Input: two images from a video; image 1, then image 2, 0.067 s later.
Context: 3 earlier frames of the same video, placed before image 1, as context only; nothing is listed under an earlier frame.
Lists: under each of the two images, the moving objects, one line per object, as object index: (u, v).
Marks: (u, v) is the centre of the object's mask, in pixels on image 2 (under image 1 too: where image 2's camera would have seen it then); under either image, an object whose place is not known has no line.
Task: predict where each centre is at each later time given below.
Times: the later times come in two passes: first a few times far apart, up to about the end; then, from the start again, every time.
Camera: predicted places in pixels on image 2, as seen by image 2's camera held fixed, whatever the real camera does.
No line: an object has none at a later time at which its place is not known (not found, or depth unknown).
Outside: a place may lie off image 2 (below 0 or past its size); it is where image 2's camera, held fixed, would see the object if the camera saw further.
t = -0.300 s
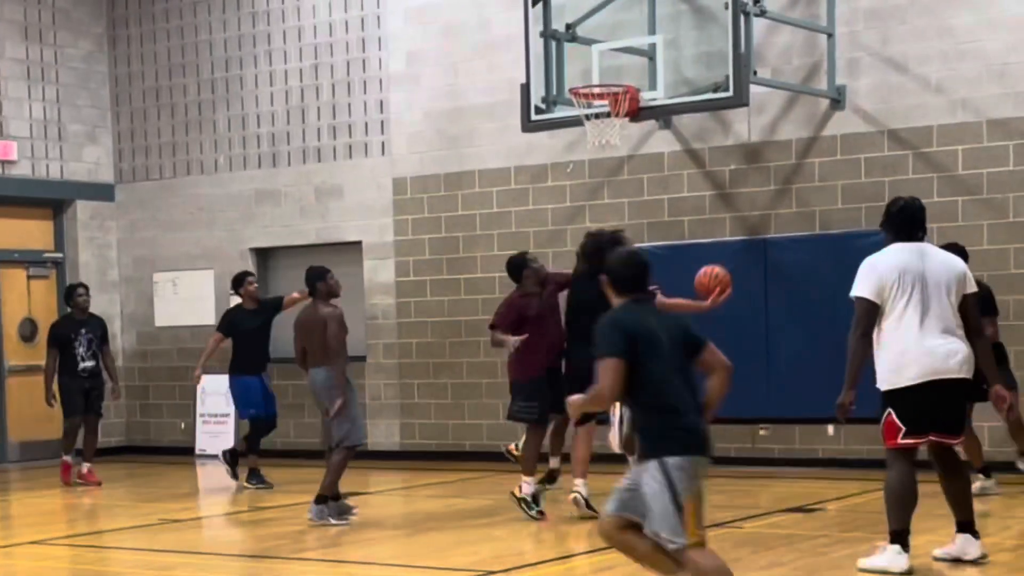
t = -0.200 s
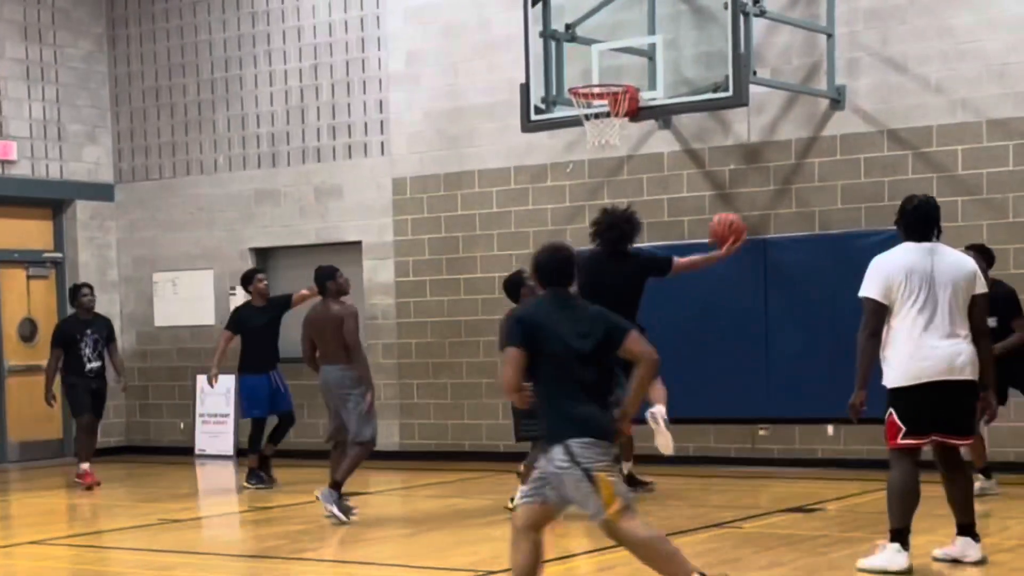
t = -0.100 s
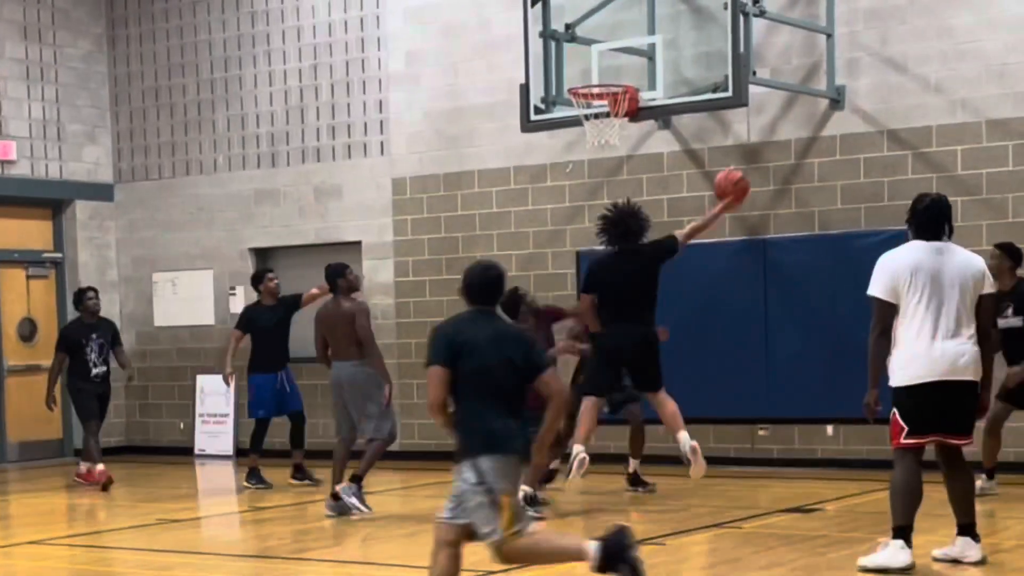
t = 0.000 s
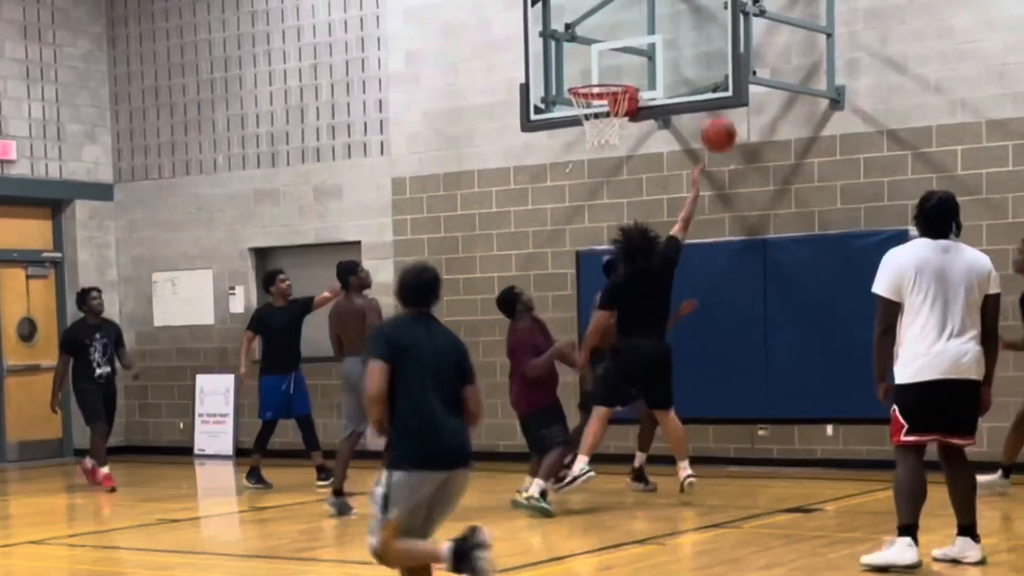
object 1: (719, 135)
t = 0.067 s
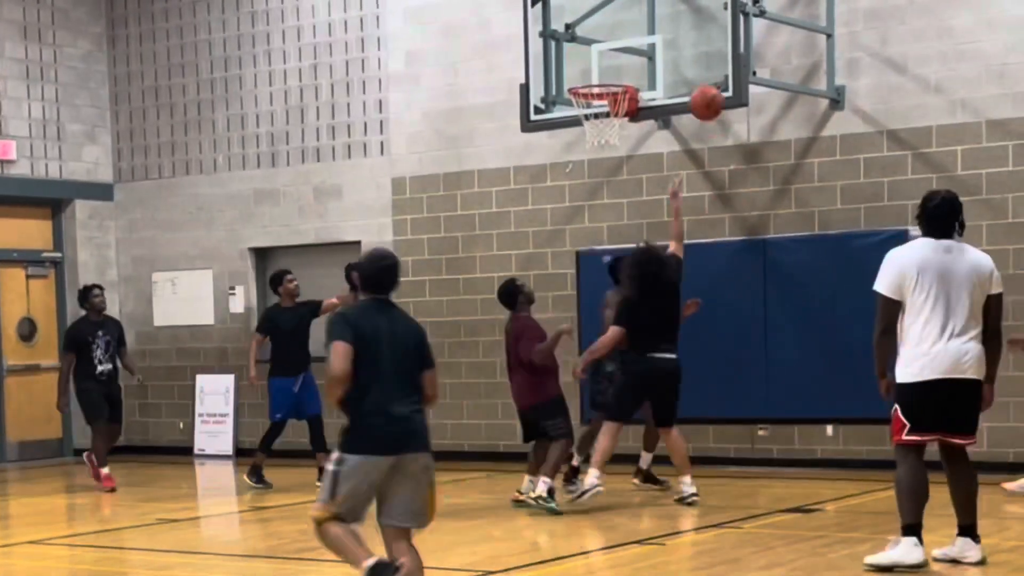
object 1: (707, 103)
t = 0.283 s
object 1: (670, 48)
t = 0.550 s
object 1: (618, 51)
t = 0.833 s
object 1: (612, 77)
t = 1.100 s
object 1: (614, 70)
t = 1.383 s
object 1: (595, 81)
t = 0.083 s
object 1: (704, 97)
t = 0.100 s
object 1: (700, 90)
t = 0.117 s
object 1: (698, 84)
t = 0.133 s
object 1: (695, 78)
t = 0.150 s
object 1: (692, 73)
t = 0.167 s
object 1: (690, 69)
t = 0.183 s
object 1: (686, 65)
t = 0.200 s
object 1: (683, 60)
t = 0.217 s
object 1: (681, 57)
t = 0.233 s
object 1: (678, 54)
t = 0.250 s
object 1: (675, 52)
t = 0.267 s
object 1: (673, 50)
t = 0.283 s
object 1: (670, 48)
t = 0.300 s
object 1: (667, 46)
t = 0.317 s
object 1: (665, 45)
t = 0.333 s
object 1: (662, 44)
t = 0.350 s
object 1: (660, 44)
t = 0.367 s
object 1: (657, 44)
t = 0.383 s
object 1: (655, 44)
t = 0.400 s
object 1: (652, 46)
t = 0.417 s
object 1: (650, 47)
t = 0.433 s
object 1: (647, 48)
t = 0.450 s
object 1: (643, 47)
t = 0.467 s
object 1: (639, 47)
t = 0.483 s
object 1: (634, 47)
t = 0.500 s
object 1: (630, 47)
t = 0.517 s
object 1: (626, 48)
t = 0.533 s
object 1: (622, 49)
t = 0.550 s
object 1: (618, 51)
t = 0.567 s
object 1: (614, 53)
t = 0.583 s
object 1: (609, 55)
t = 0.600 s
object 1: (605, 58)
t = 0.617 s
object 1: (601, 61)
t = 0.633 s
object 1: (597, 64)
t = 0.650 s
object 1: (593, 68)
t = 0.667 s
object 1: (588, 71)
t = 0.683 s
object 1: (584, 75)
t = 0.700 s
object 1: (581, 77)
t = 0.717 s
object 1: (586, 77)
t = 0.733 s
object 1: (590, 76)
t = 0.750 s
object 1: (594, 76)
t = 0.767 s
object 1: (598, 76)
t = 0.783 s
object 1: (602, 78)
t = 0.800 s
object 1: (606, 78)
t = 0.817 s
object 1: (610, 78)
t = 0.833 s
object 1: (612, 77)
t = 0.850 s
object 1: (613, 74)
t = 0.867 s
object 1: (613, 73)
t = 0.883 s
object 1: (614, 71)
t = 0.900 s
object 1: (614, 70)
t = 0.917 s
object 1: (615, 70)
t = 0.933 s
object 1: (615, 70)
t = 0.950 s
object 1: (616, 70)
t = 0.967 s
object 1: (616, 71)
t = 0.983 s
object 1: (617, 71)
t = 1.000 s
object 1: (617, 73)
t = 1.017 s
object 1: (618, 74)
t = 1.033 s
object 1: (618, 74)
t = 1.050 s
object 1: (617, 73)
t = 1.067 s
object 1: (616, 72)
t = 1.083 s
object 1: (615, 71)
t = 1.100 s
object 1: (614, 70)
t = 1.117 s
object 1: (613, 70)
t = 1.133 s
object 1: (612, 70)
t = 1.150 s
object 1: (611, 71)
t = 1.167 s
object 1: (610, 71)
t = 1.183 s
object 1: (609, 72)
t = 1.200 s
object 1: (608, 75)
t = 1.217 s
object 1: (606, 76)
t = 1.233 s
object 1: (605, 76)
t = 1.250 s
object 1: (604, 77)
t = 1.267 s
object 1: (603, 79)
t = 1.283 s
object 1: (602, 79)
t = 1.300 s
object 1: (601, 80)
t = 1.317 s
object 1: (600, 81)
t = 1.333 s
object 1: (599, 81)
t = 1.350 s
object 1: (598, 83)
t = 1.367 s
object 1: (596, 80)
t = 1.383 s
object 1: (595, 81)
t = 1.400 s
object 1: (592, 83)
